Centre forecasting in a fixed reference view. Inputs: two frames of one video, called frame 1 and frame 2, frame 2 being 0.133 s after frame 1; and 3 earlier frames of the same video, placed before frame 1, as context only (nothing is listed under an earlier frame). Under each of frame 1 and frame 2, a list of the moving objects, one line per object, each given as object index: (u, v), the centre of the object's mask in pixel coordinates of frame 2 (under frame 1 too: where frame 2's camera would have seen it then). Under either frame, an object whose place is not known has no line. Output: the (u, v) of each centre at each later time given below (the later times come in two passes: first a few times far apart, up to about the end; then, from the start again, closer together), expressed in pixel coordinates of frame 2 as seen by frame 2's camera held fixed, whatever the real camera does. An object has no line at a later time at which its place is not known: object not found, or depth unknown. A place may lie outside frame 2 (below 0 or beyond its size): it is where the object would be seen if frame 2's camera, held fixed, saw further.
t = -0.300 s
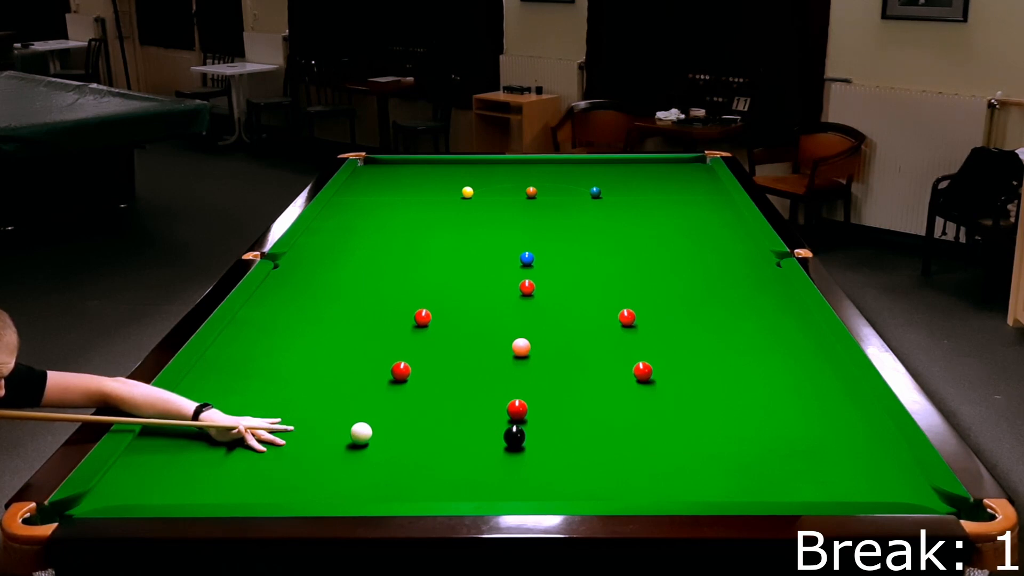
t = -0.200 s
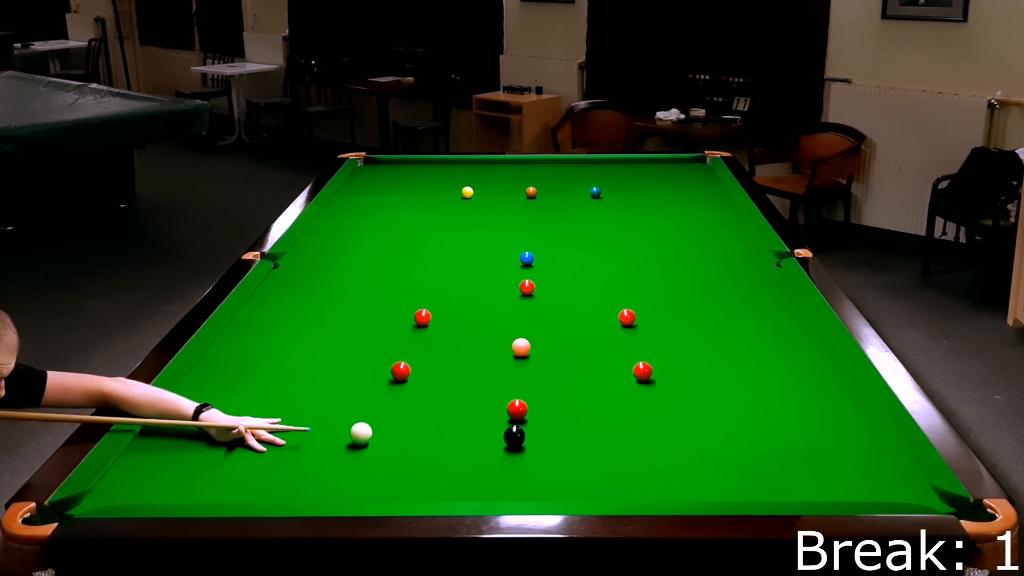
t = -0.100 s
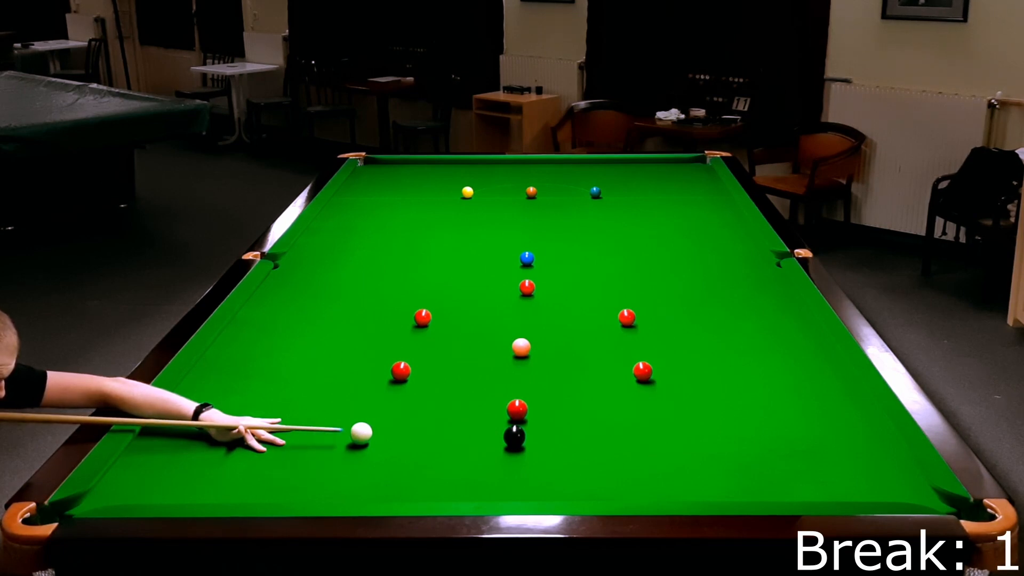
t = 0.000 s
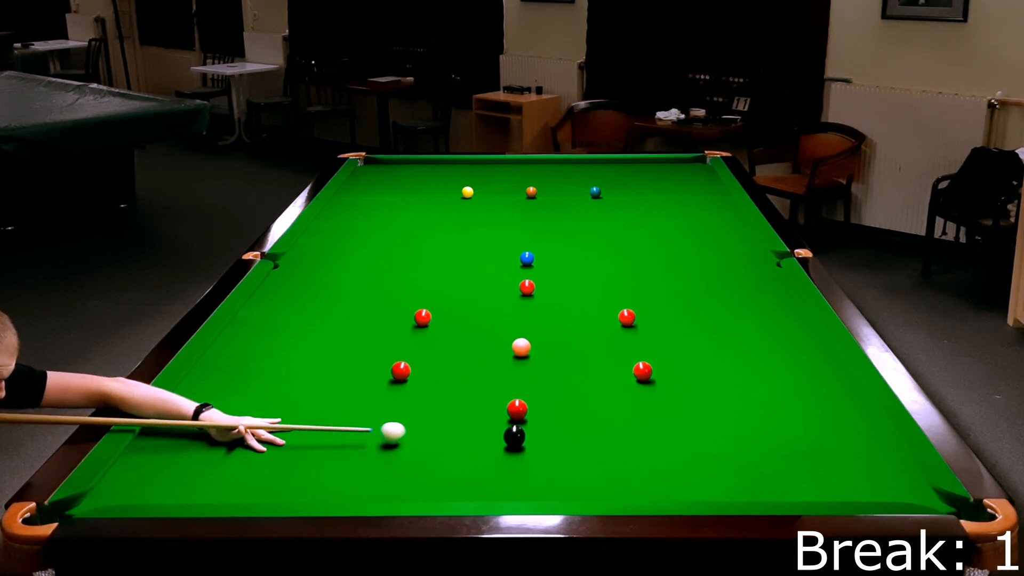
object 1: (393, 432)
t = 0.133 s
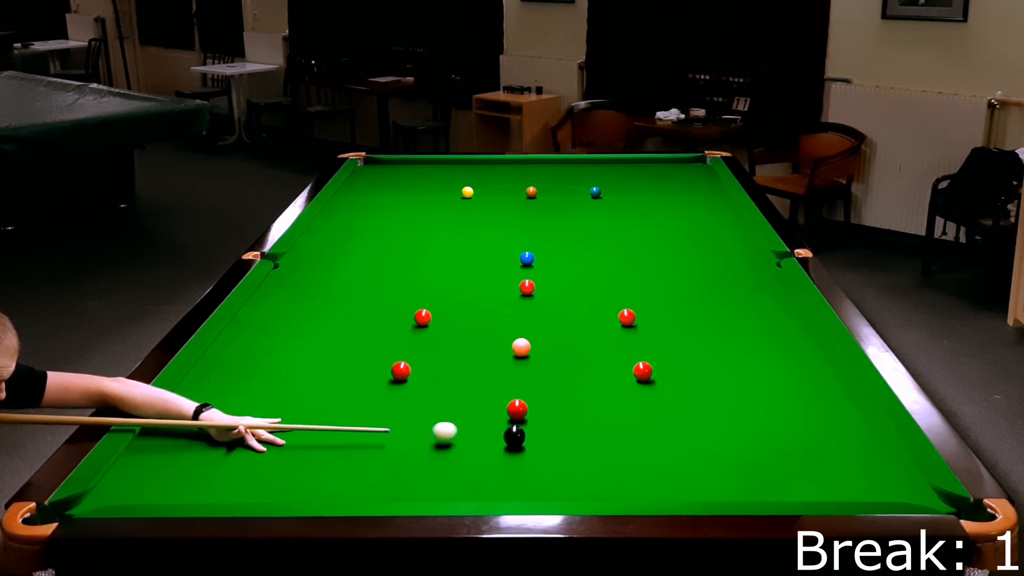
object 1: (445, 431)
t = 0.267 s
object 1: (494, 432)
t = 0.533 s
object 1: (521, 423)
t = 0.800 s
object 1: (549, 414)
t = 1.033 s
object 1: (570, 408)
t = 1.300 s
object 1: (593, 401)
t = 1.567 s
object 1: (613, 396)
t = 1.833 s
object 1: (631, 391)
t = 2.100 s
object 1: (647, 386)
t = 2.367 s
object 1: (660, 382)
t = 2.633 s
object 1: (672, 379)
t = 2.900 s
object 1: (682, 377)
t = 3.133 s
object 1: (690, 375)
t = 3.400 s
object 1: (697, 373)
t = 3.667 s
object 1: (702, 372)
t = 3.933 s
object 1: (706, 371)
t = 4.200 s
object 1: (708, 371)
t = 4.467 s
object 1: (708, 370)
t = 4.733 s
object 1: (708, 370)
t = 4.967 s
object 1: (708, 371)
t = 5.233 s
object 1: (708, 370)
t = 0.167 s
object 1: (458, 431)
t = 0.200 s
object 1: (470, 431)
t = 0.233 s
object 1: (483, 431)
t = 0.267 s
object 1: (494, 432)
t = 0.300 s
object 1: (496, 431)
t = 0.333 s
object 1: (499, 429)
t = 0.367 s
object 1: (503, 428)
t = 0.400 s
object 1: (506, 427)
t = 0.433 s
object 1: (510, 426)
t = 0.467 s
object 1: (514, 424)
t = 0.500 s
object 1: (518, 423)
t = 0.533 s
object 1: (521, 423)
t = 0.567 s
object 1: (525, 421)
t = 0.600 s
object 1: (528, 420)
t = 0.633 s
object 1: (531, 419)
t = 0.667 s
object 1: (535, 418)
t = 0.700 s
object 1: (539, 417)
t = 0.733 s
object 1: (542, 416)
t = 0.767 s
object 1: (545, 415)
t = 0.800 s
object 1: (549, 414)
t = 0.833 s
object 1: (552, 413)
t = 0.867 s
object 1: (555, 412)
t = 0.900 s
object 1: (558, 411)
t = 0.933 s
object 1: (561, 410)
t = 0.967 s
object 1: (564, 409)
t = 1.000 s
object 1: (567, 409)
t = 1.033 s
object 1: (570, 408)
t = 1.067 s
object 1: (573, 407)
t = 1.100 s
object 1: (576, 406)
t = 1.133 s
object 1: (579, 405)
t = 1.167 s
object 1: (582, 405)
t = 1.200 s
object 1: (585, 404)
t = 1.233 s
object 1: (587, 402)
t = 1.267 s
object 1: (590, 402)
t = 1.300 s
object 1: (593, 401)
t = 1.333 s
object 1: (595, 400)
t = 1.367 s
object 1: (598, 400)
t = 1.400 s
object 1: (601, 399)
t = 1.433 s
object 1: (603, 398)
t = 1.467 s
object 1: (606, 398)
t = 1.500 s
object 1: (608, 397)
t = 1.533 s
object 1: (611, 396)
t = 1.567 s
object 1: (613, 396)
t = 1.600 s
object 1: (615, 395)
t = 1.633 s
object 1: (618, 394)
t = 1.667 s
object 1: (620, 394)
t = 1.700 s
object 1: (622, 393)
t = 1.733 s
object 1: (624, 392)
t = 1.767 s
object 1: (627, 391)
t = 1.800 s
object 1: (629, 391)
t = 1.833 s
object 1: (631, 391)
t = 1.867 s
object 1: (633, 390)
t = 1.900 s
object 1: (635, 389)
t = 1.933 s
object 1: (637, 389)
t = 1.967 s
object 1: (639, 388)
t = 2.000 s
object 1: (641, 388)
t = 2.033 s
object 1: (643, 387)
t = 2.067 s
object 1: (645, 387)
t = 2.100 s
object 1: (647, 386)
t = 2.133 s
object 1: (649, 386)
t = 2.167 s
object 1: (650, 385)
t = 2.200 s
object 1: (652, 385)
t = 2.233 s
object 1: (654, 384)
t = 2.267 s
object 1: (656, 384)
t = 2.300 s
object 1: (657, 383)
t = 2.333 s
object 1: (659, 383)
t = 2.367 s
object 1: (660, 382)
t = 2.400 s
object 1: (662, 382)
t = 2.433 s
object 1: (664, 382)
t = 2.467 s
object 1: (665, 381)
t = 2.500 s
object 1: (667, 381)
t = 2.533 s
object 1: (668, 380)
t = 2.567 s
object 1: (670, 380)
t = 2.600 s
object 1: (671, 380)
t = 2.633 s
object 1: (672, 379)
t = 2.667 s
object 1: (674, 379)
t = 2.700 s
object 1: (675, 379)
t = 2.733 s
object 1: (676, 378)
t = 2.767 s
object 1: (678, 378)
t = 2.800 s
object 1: (679, 378)
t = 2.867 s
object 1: (681, 377)
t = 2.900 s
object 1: (682, 377)
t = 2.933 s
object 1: (684, 376)
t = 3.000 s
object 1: (686, 376)
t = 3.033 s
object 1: (687, 376)
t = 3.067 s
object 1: (688, 375)
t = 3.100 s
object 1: (689, 375)
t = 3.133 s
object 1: (690, 375)
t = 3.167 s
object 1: (691, 375)
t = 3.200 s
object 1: (692, 375)
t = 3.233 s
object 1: (693, 374)
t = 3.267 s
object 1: (694, 374)
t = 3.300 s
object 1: (695, 374)
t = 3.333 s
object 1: (695, 374)
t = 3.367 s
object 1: (696, 374)
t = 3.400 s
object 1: (697, 373)
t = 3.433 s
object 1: (698, 373)
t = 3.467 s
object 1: (699, 373)
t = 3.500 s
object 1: (699, 373)
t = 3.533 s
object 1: (700, 373)
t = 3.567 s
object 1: (701, 372)
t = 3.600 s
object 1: (701, 372)
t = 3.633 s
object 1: (702, 372)
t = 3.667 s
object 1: (702, 372)
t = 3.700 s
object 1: (703, 372)
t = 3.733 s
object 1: (703, 372)
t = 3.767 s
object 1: (704, 372)
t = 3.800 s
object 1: (704, 371)
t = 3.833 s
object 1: (704, 371)
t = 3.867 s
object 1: (705, 371)
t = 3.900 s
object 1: (705, 371)
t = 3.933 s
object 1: (706, 371)
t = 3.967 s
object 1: (706, 371)
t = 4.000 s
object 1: (706, 371)
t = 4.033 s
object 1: (707, 371)
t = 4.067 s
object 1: (707, 371)
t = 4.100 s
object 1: (707, 371)
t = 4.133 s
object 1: (707, 371)
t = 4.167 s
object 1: (707, 371)
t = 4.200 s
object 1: (708, 371)
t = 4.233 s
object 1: (708, 371)
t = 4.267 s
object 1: (708, 371)
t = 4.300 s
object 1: (708, 371)
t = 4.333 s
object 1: (708, 371)
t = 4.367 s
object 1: (708, 371)
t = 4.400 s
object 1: (708, 371)
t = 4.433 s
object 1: (708, 370)
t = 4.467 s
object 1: (708, 370)
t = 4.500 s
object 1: (708, 370)
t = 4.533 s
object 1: (709, 370)
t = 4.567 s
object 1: (709, 371)
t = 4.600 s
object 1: (708, 370)
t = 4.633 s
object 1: (708, 370)
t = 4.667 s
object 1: (708, 370)
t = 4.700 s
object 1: (708, 370)
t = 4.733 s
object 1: (708, 370)
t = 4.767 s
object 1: (708, 370)
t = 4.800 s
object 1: (708, 370)
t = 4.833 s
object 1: (708, 370)
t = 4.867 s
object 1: (708, 370)
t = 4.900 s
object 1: (708, 370)
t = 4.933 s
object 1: (708, 370)
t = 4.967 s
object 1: (708, 371)
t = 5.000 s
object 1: (708, 370)
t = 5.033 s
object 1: (708, 370)
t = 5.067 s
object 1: (708, 370)
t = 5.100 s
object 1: (708, 370)
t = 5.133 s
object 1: (708, 370)
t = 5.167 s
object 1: (708, 370)
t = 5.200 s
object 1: (708, 370)
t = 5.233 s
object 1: (708, 370)
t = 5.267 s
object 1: (708, 370)
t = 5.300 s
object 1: (709, 370)
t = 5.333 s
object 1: (709, 370)
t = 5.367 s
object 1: (709, 370)
